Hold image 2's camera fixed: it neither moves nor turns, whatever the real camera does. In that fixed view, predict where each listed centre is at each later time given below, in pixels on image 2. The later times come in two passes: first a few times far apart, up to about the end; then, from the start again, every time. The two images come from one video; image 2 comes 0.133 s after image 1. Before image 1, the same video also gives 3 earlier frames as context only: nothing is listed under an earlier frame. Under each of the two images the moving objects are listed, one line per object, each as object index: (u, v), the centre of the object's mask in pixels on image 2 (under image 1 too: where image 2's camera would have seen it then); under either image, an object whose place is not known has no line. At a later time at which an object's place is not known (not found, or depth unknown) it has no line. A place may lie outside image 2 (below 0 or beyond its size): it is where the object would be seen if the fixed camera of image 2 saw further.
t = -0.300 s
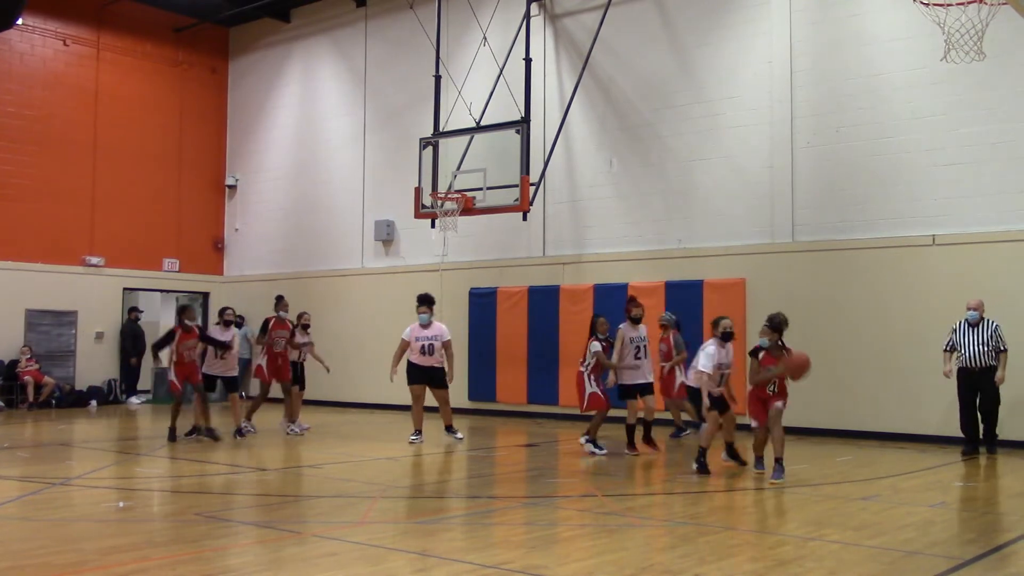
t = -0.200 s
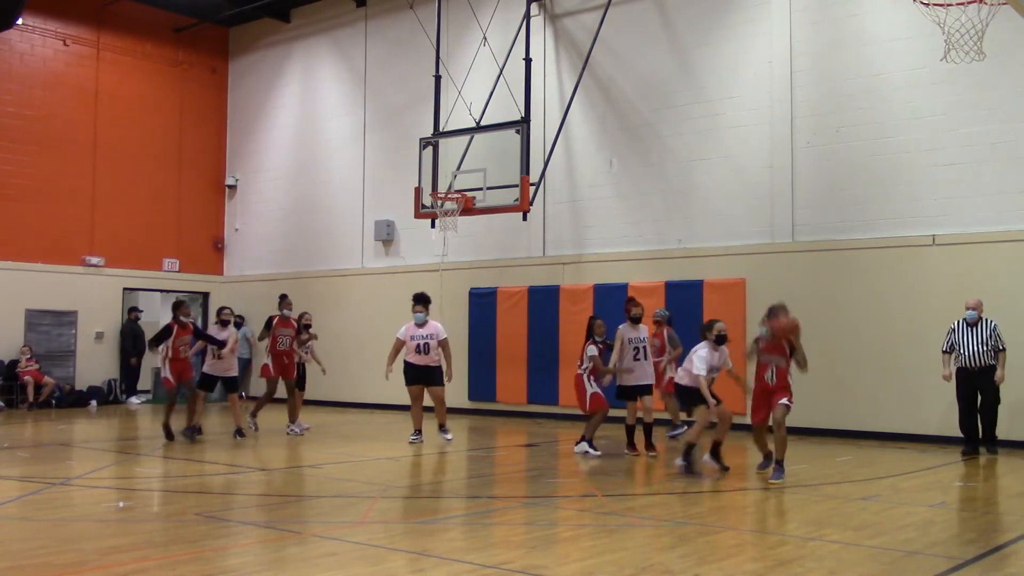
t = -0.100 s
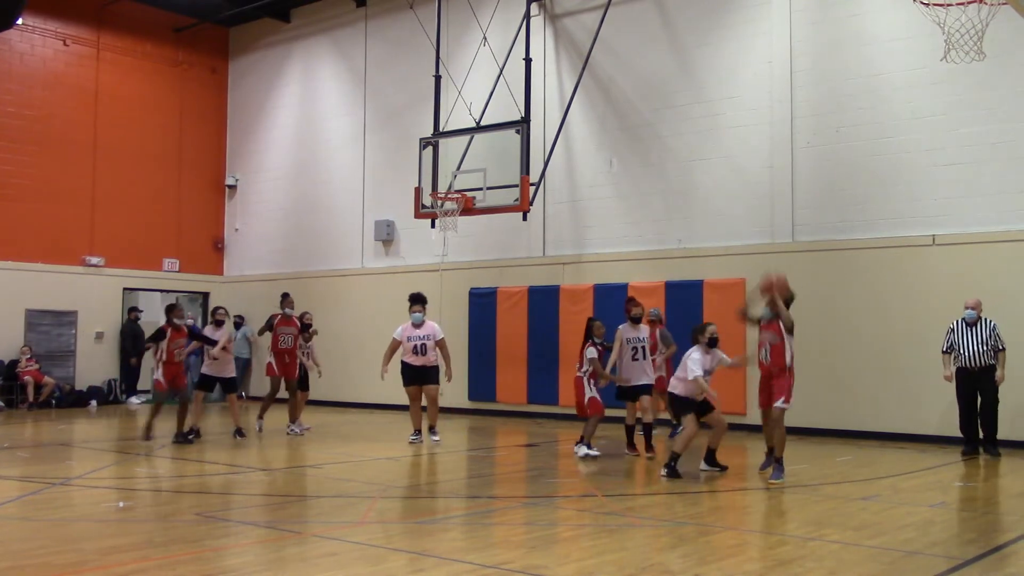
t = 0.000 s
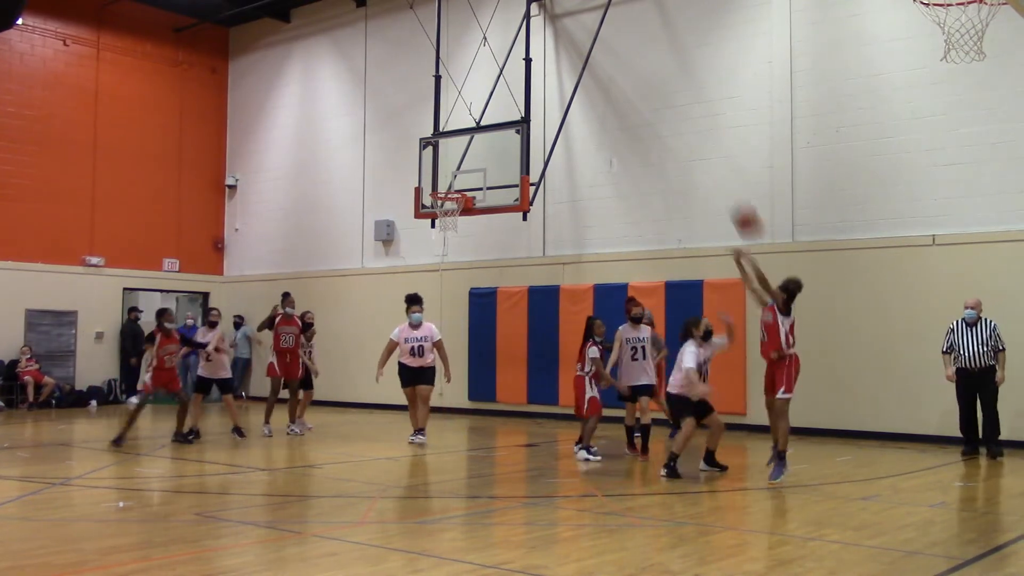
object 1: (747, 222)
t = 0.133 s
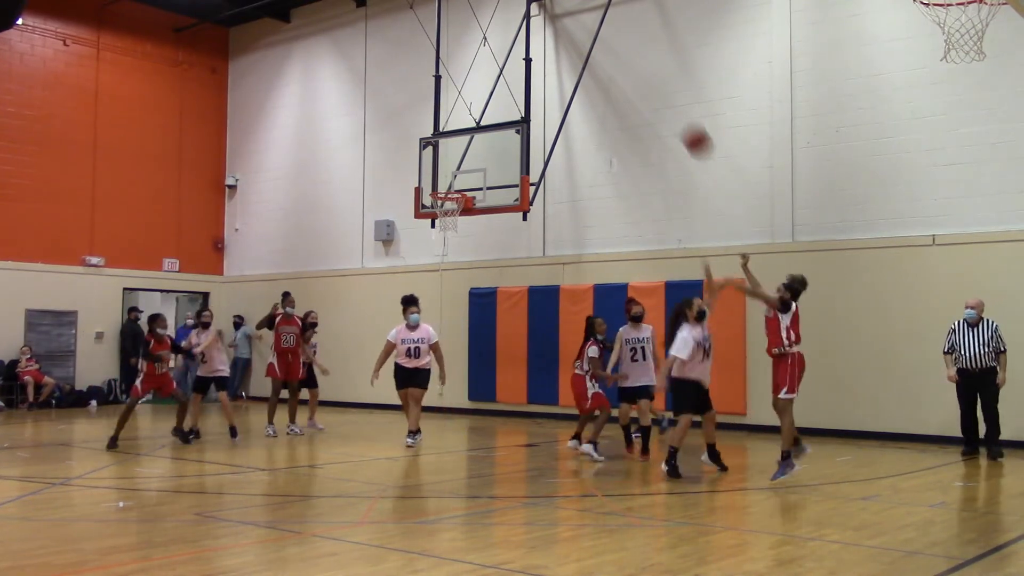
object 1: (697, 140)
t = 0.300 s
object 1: (634, 70)
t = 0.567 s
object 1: (534, 21)
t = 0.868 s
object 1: (420, 62)
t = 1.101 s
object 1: (327, 171)
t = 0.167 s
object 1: (685, 124)
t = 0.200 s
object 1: (671, 107)
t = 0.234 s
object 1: (659, 94)
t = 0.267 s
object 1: (647, 81)
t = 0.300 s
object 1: (634, 70)
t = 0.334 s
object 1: (622, 59)
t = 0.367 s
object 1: (609, 49)
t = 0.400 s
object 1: (597, 41)
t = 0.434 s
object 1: (584, 35)
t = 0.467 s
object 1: (571, 29)
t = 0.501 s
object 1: (558, 25)
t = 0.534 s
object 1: (547, 22)
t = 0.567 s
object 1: (534, 21)
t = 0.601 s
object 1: (520, 20)
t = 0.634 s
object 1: (508, 20)
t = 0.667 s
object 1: (496, 22)
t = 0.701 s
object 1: (483, 26)
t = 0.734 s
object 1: (471, 30)
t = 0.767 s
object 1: (458, 37)
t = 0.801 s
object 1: (445, 44)
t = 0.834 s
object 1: (431, 53)
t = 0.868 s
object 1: (420, 62)
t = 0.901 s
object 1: (407, 73)
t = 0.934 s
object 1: (394, 86)
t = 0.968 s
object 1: (381, 99)
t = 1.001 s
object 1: (367, 116)
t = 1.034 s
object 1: (353, 133)
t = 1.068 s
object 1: (341, 151)
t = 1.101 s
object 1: (327, 171)
